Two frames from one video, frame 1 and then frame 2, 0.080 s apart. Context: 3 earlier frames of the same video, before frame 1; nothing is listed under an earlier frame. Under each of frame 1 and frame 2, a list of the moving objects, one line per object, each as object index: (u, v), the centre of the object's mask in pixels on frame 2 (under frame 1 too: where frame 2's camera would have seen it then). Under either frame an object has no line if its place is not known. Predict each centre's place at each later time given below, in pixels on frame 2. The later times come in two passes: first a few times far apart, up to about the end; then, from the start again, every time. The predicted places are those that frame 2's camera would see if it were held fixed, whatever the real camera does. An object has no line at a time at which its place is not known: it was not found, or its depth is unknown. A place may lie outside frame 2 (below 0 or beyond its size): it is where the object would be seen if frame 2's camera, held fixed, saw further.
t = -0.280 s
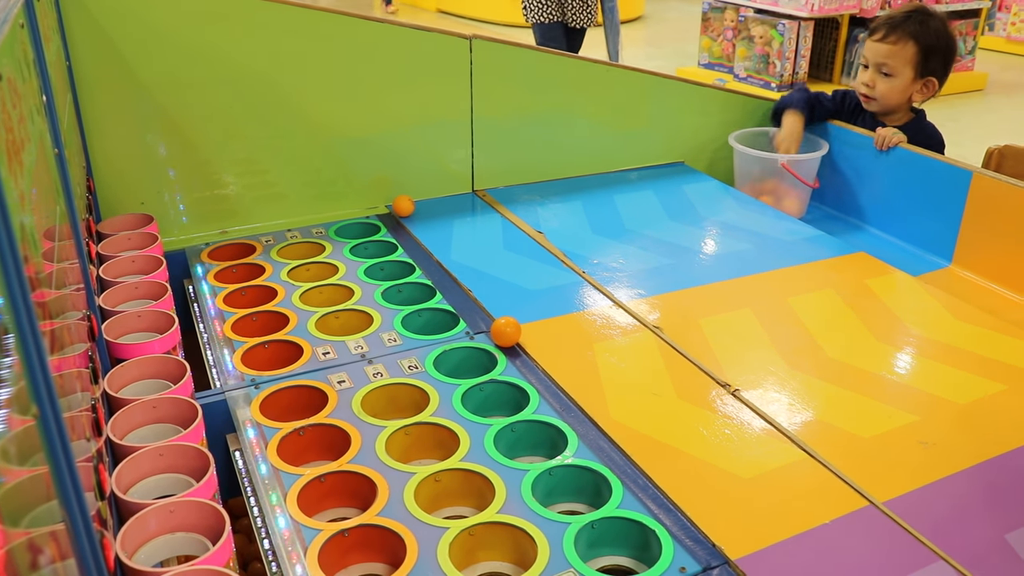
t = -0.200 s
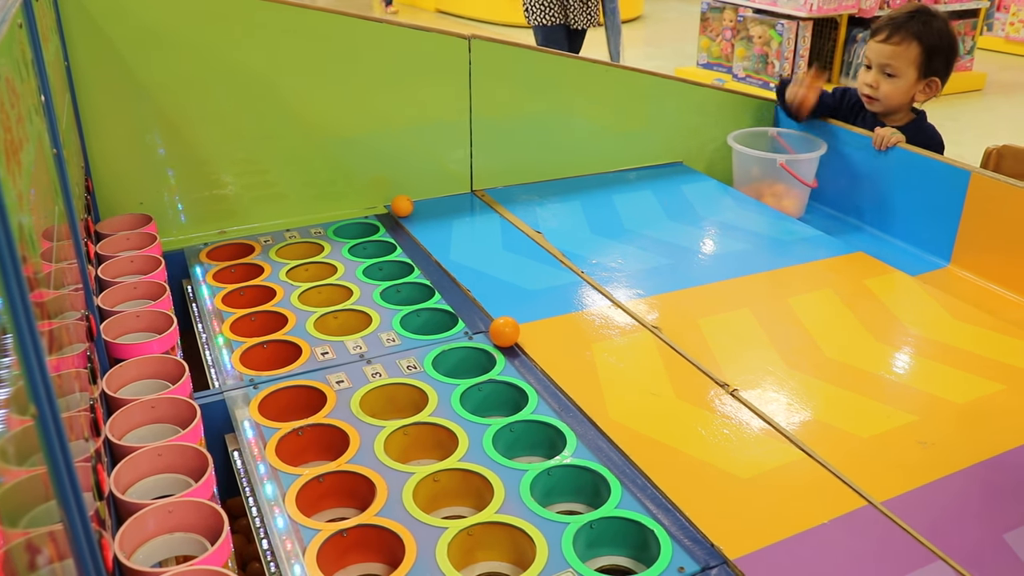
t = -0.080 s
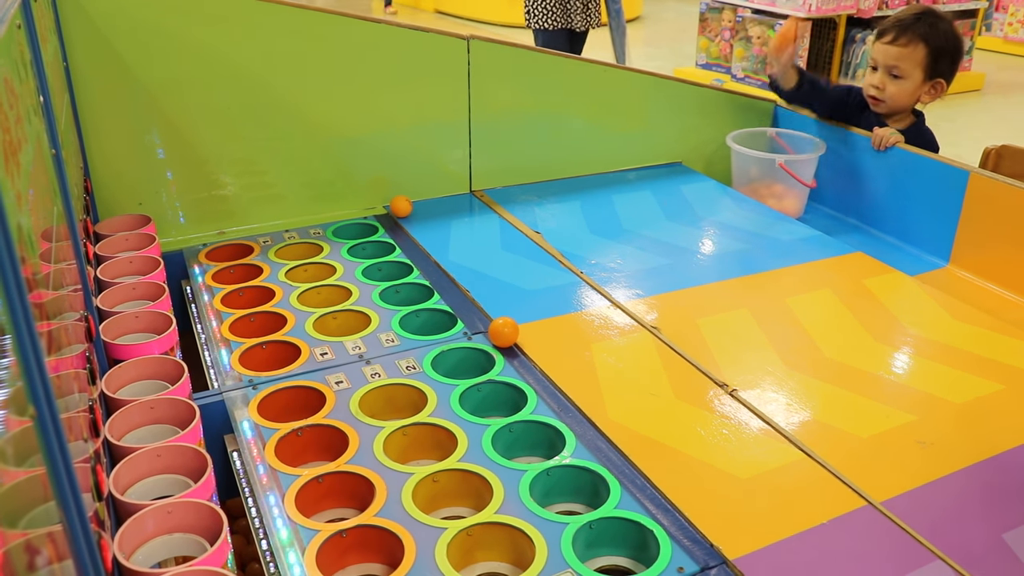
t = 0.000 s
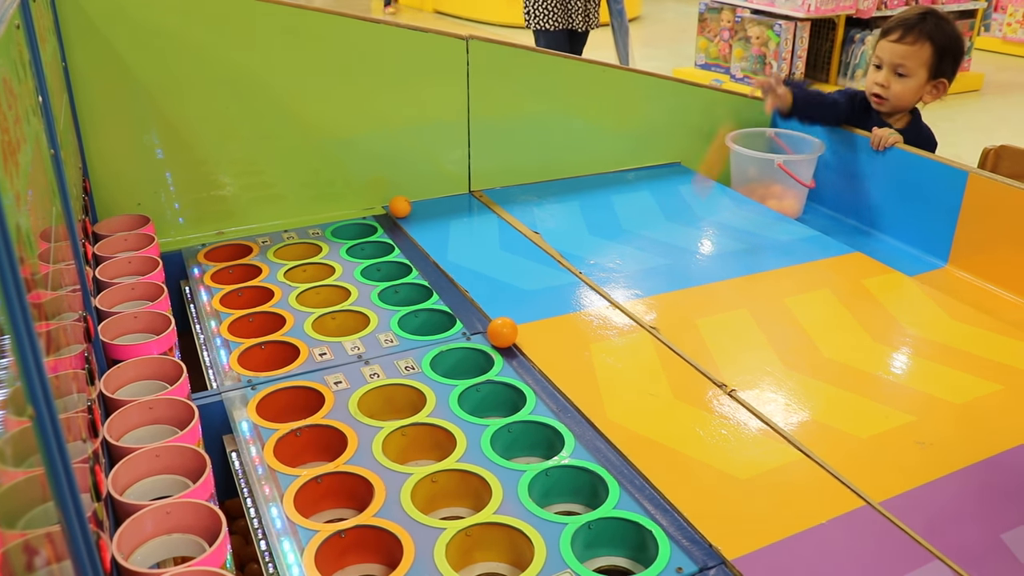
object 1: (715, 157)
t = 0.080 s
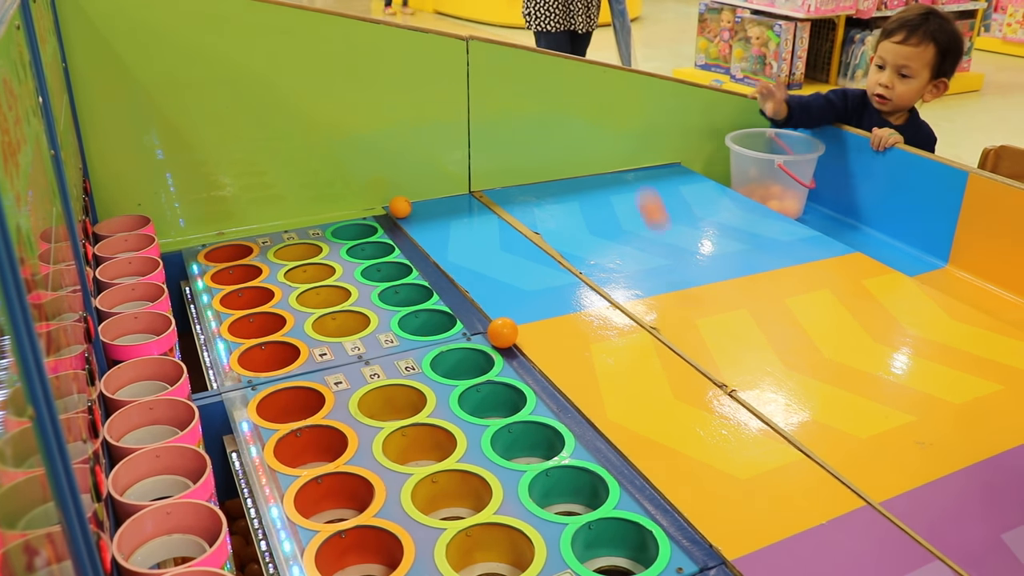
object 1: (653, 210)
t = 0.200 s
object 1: (580, 124)
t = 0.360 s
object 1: (426, 178)
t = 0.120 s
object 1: (632, 172)
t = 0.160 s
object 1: (608, 144)
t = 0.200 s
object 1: (580, 124)
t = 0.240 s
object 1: (547, 114)
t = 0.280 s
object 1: (511, 118)
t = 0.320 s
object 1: (470, 139)
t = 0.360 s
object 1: (426, 178)
